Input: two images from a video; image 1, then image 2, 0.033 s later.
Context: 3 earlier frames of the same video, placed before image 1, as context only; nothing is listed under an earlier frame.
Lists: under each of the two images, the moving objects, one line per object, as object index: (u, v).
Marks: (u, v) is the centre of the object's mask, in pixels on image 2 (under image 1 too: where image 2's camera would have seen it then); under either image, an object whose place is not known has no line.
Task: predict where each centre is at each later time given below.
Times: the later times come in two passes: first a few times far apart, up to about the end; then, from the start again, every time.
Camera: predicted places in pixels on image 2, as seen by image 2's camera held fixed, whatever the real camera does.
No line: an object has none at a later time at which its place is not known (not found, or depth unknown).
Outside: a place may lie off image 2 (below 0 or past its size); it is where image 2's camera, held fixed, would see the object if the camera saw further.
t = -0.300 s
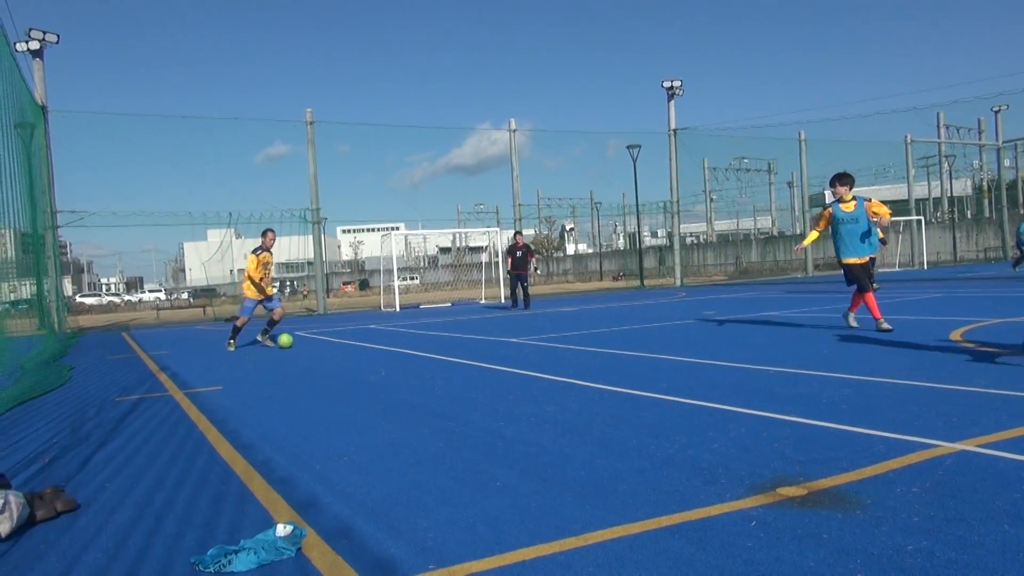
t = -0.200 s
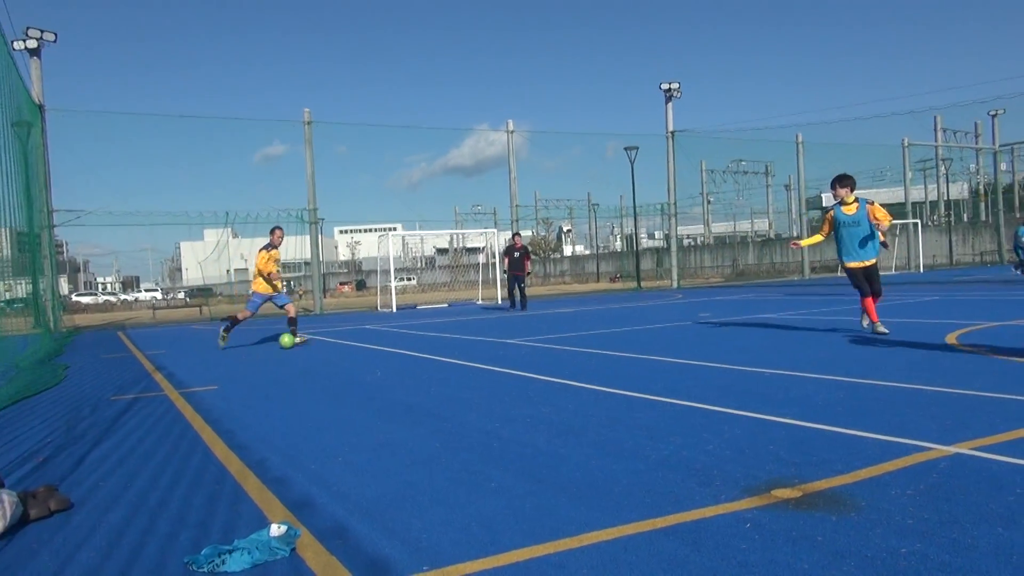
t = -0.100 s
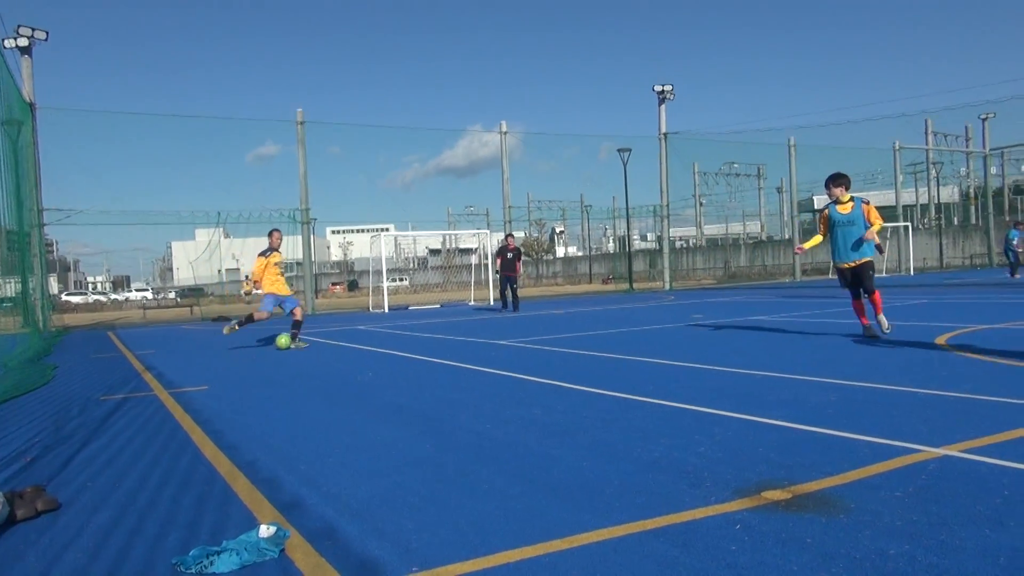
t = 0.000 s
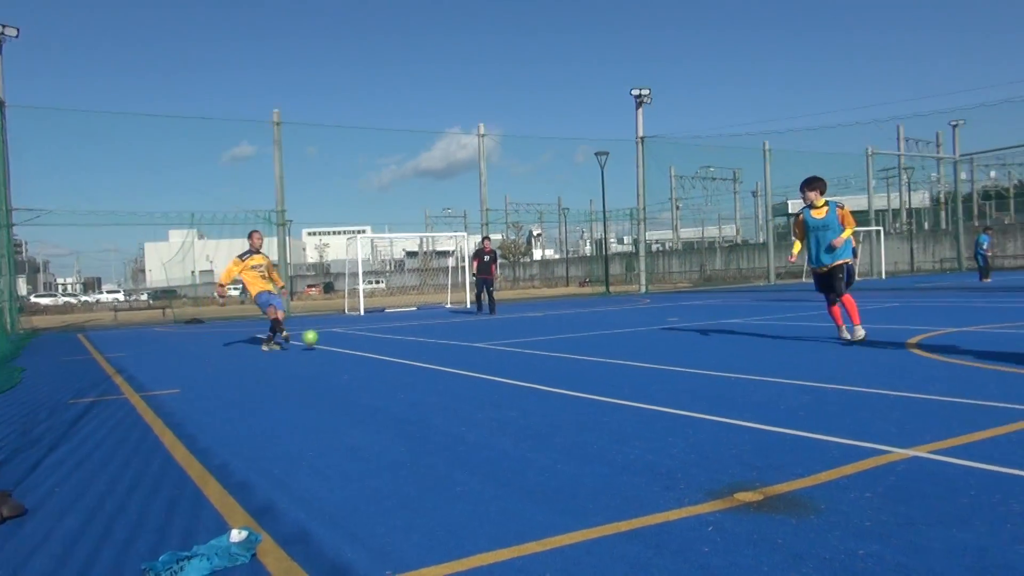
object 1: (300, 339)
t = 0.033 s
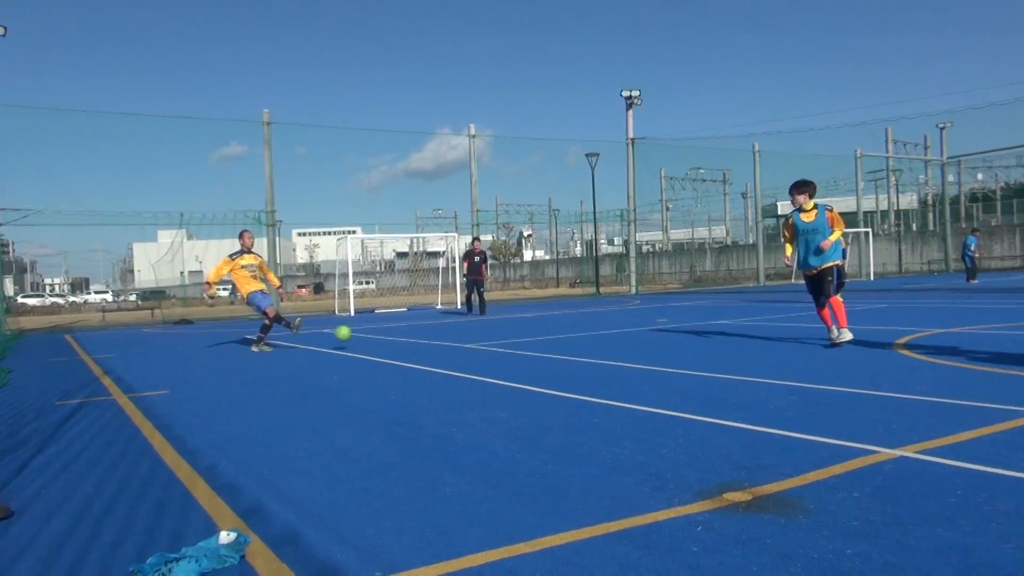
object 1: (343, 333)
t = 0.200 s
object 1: (568, 320)
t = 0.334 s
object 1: (758, 325)
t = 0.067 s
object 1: (386, 329)
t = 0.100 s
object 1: (431, 326)
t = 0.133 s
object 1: (476, 323)
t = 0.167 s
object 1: (522, 321)
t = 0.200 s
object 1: (568, 320)
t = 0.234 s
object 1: (615, 320)
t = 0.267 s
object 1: (662, 321)
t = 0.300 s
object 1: (710, 322)
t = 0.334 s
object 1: (758, 325)
